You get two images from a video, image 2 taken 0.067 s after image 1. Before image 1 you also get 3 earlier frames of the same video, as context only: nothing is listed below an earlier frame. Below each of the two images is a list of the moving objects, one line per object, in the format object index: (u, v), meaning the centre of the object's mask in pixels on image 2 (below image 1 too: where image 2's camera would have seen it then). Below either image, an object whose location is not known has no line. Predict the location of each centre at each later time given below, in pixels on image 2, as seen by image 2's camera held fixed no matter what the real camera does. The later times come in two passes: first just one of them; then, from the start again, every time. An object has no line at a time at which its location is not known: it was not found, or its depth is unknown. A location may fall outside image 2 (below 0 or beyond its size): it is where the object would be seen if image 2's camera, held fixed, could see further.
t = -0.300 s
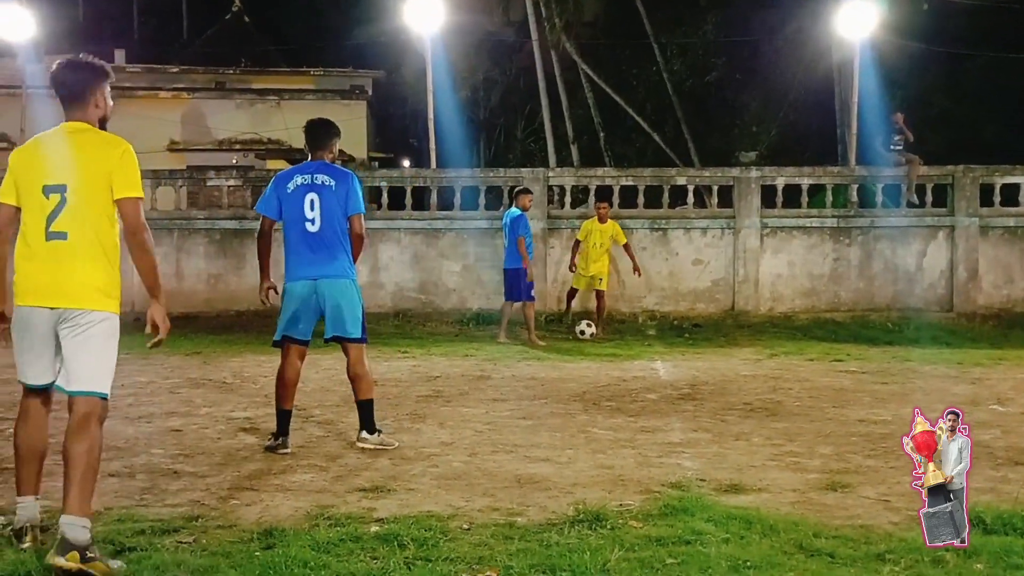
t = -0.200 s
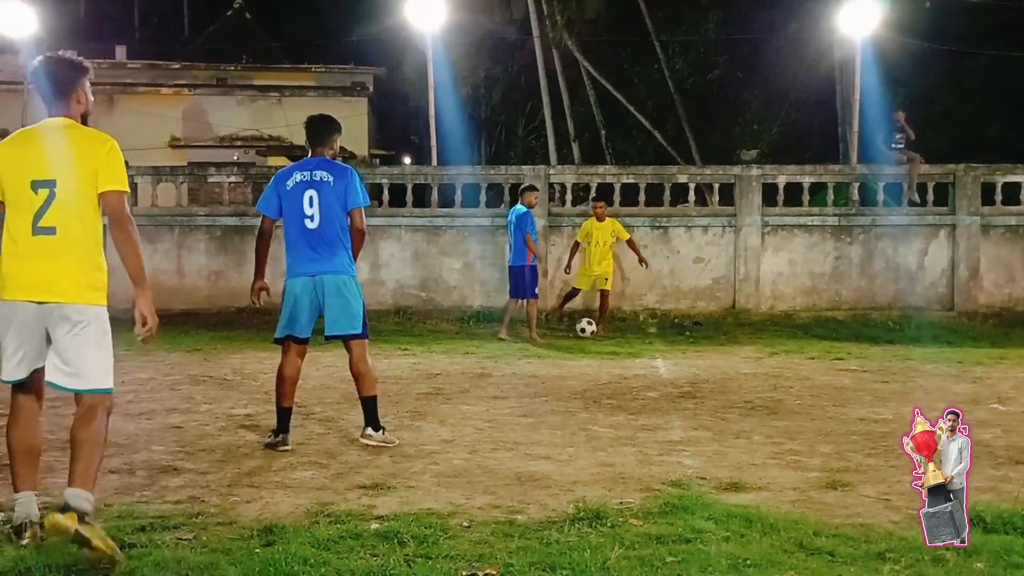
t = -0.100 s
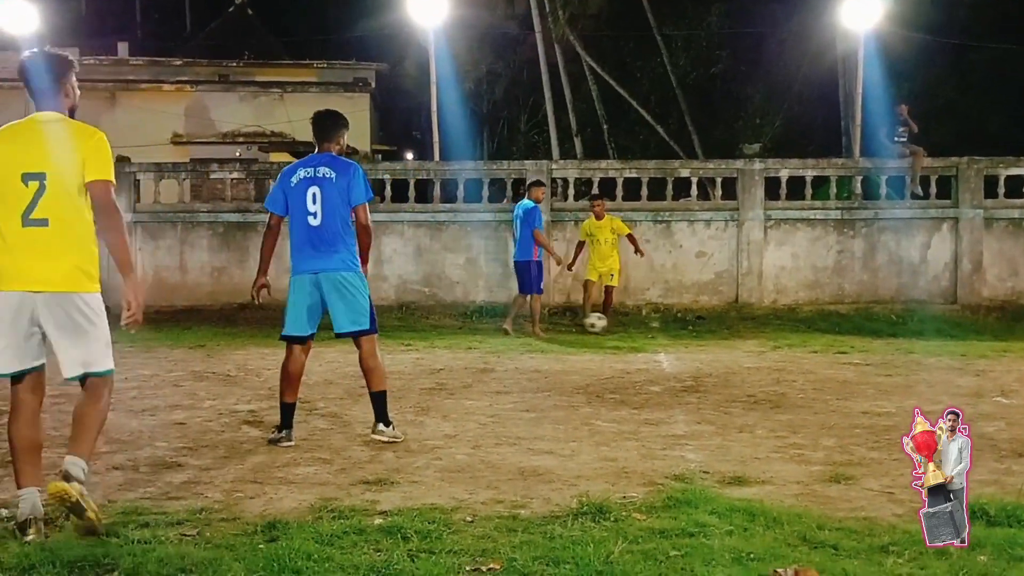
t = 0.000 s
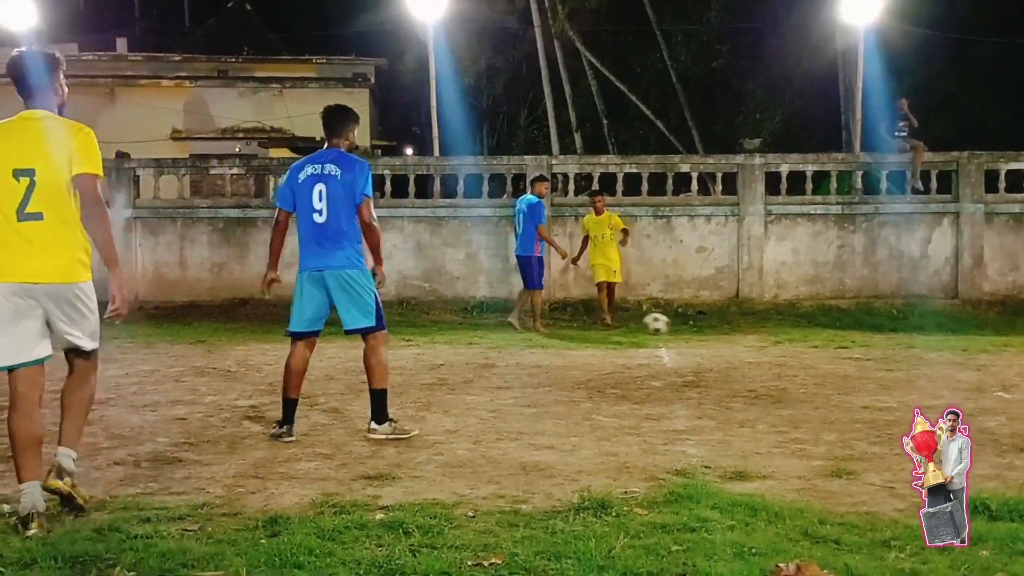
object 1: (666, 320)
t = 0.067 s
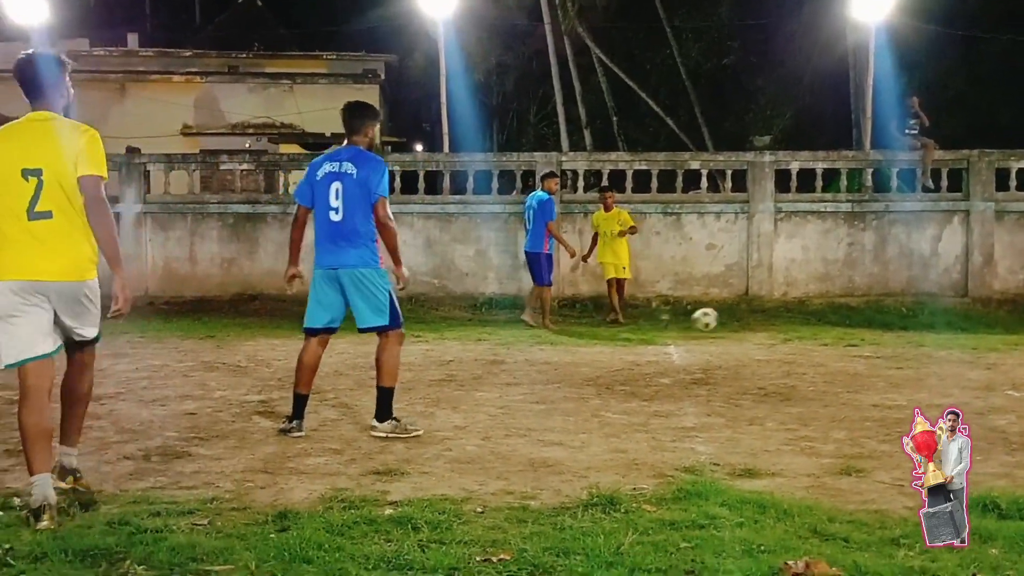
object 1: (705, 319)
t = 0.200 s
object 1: (781, 307)
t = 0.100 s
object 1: (723, 315)
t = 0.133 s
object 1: (742, 311)
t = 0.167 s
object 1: (761, 308)
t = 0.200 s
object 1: (781, 307)
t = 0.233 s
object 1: (802, 307)
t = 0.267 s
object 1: (823, 309)
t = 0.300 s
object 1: (844, 312)
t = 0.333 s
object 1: (865, 316)
